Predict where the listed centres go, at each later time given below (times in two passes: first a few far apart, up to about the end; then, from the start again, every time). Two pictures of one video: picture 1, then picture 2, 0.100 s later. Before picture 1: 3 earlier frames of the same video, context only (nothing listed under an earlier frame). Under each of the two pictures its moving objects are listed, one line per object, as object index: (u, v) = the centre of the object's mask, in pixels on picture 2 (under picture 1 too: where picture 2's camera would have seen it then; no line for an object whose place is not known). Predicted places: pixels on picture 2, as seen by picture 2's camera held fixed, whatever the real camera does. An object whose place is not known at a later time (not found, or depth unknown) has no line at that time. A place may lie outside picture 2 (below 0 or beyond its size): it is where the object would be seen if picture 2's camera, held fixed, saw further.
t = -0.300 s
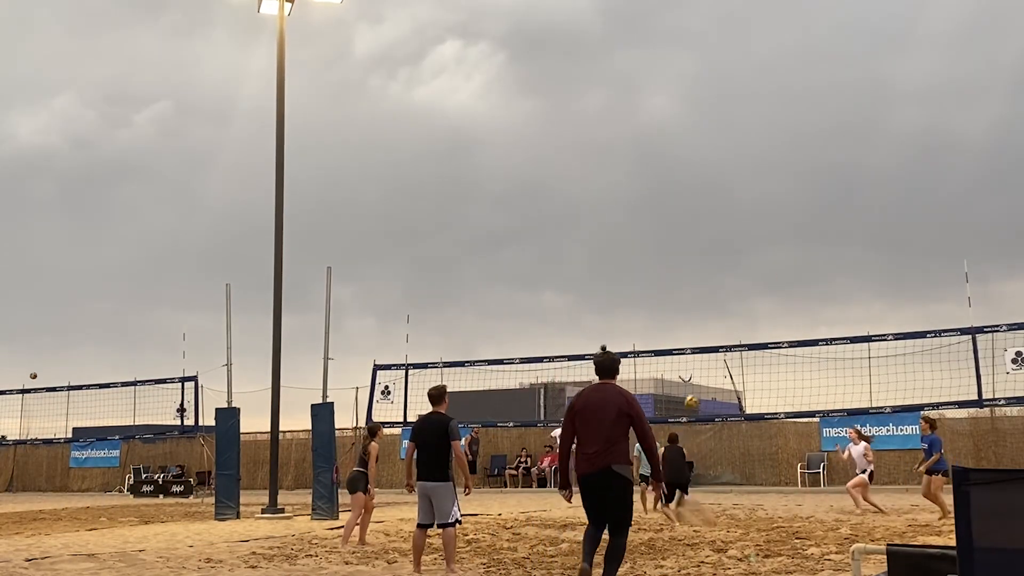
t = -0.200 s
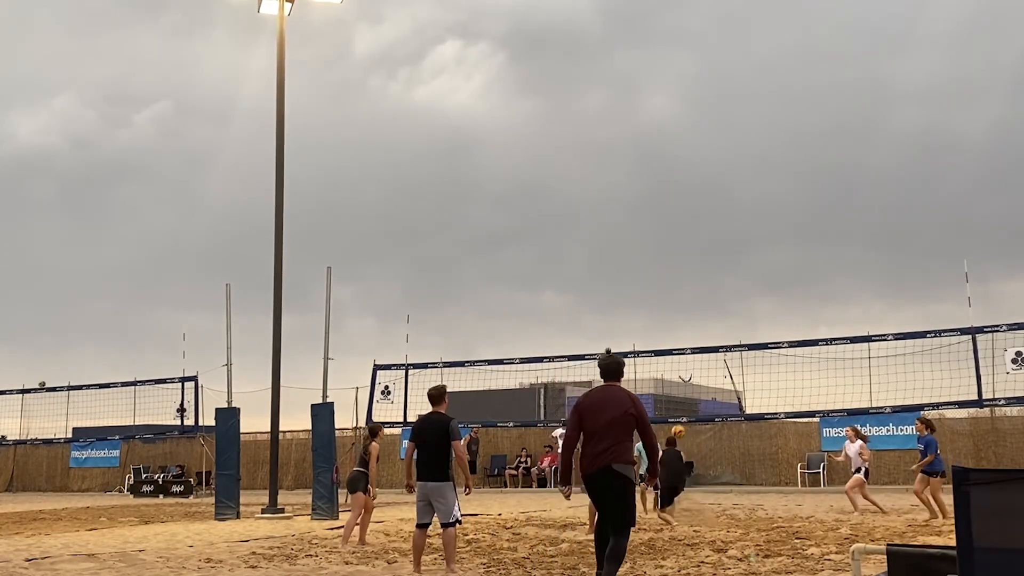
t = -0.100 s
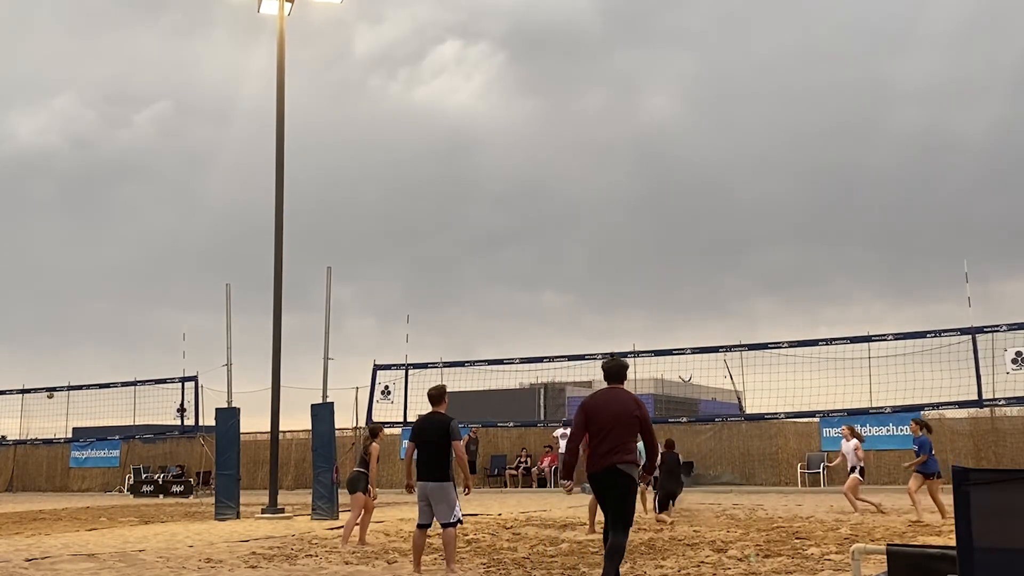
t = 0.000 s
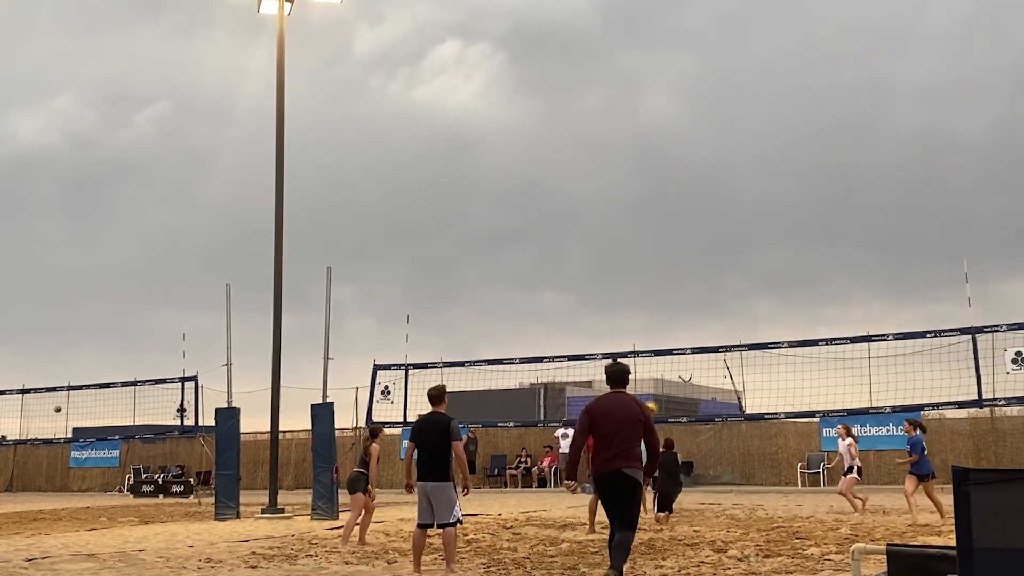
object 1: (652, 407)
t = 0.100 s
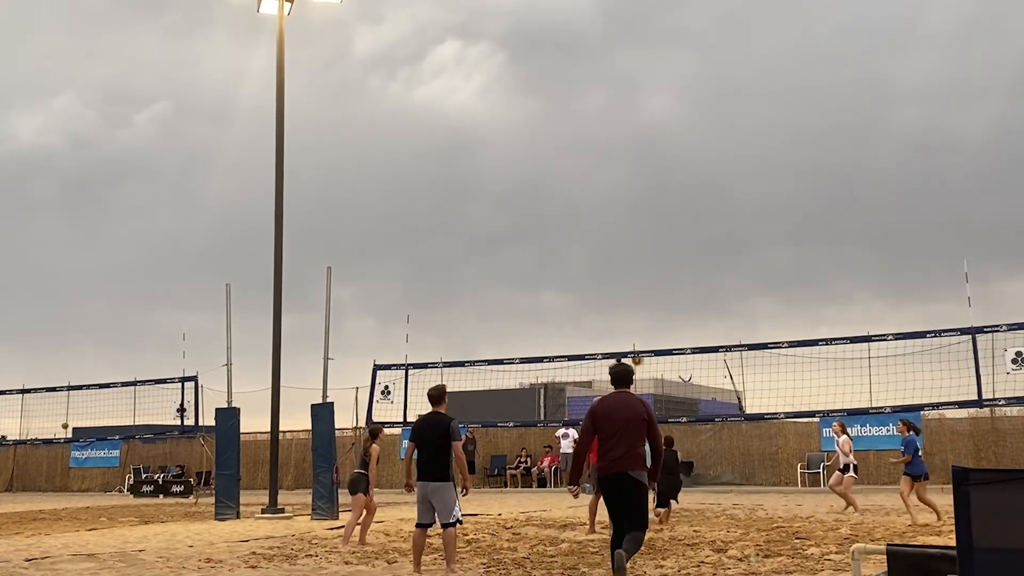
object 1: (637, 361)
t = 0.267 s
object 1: (617, 293)
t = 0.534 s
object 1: (590, 223)
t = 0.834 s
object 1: (565, 194)
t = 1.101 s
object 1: (546, 209)
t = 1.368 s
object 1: (531, 261)
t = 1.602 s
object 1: (522, 338)
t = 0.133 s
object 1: (633, 344)
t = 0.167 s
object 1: (629, 330)
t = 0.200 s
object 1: (625, 317)
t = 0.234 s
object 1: (621, 305)
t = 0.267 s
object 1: (617, 293)
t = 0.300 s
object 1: (613, 282)
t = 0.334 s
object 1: (610, 272)
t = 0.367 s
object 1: (607, 262)
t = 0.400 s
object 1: (603, 253)
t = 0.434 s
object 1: (600, 245)
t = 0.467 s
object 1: (597, 237)
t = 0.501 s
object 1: (594, 230)
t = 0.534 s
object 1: (590, 223)
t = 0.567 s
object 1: (587, 218)
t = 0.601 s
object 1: (585, 213)
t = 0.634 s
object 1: (582, 208)
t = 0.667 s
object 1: (578, 204)
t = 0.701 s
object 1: (575, 201)
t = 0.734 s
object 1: (573, 198)
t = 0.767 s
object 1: (570, 196)
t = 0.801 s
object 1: (568, 194)
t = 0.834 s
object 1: (565, 194)
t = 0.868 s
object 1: (562, 193)
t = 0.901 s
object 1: (560, 194)
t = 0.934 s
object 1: (558, 195)
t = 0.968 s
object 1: (555, 196)
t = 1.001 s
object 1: (553, 198)
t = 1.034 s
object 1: (550, 201)
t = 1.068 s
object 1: (548, 205)
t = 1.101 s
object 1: (546, 209)
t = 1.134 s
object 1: (544, 213)
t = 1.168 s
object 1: (542, 218)
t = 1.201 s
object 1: (540, 224)
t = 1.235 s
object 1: (538, 230)
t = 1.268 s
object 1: (536, 237)
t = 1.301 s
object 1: (534, 245)
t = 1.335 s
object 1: (532, 252)
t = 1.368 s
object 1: (531, 261)
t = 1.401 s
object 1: (530, 271)
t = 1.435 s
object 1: (528, 280)
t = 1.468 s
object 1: (527, 290)
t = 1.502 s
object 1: (526, 301)
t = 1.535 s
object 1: (524, 313)
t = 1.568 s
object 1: (523, 325)
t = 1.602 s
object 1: (522, 338)
